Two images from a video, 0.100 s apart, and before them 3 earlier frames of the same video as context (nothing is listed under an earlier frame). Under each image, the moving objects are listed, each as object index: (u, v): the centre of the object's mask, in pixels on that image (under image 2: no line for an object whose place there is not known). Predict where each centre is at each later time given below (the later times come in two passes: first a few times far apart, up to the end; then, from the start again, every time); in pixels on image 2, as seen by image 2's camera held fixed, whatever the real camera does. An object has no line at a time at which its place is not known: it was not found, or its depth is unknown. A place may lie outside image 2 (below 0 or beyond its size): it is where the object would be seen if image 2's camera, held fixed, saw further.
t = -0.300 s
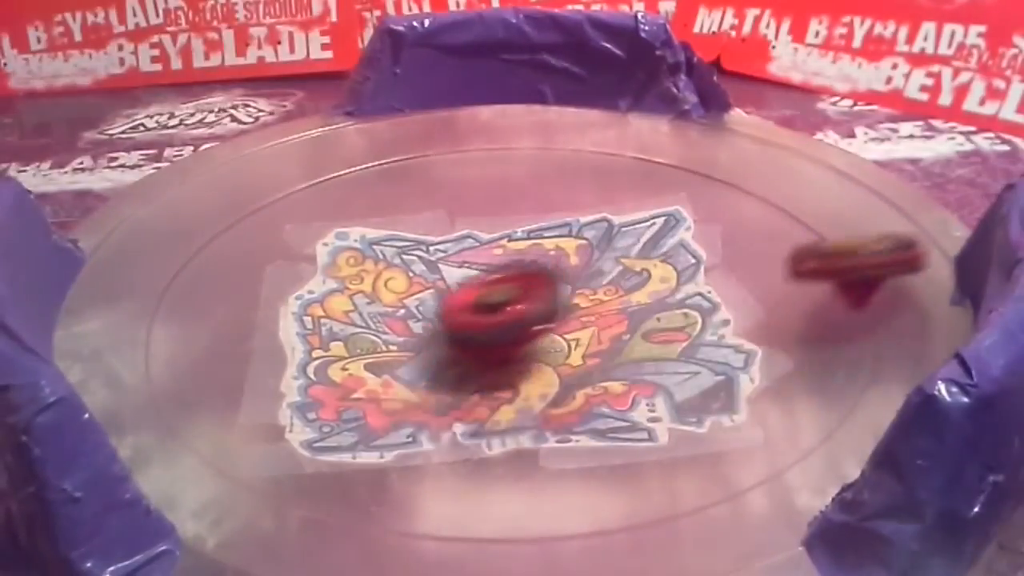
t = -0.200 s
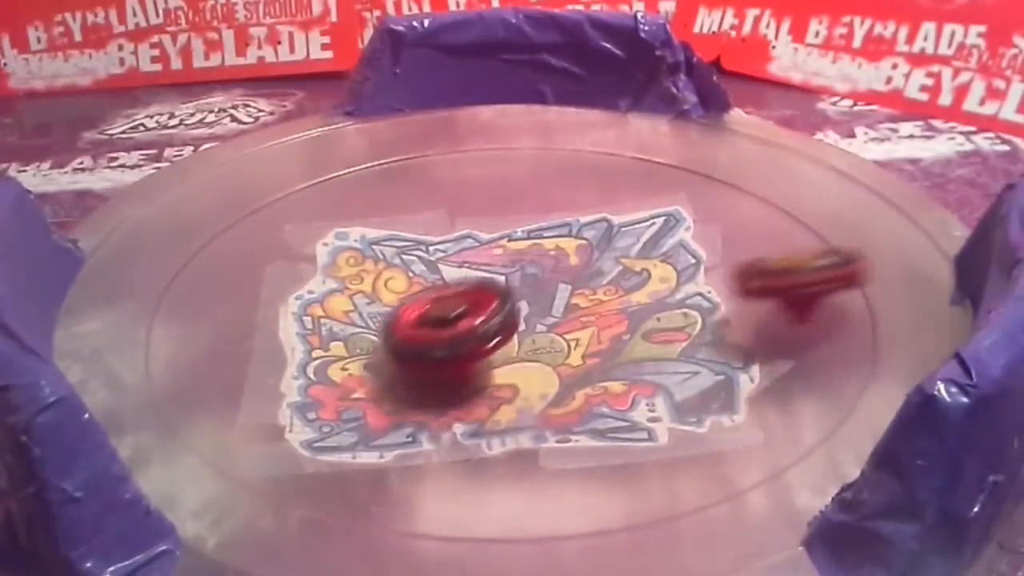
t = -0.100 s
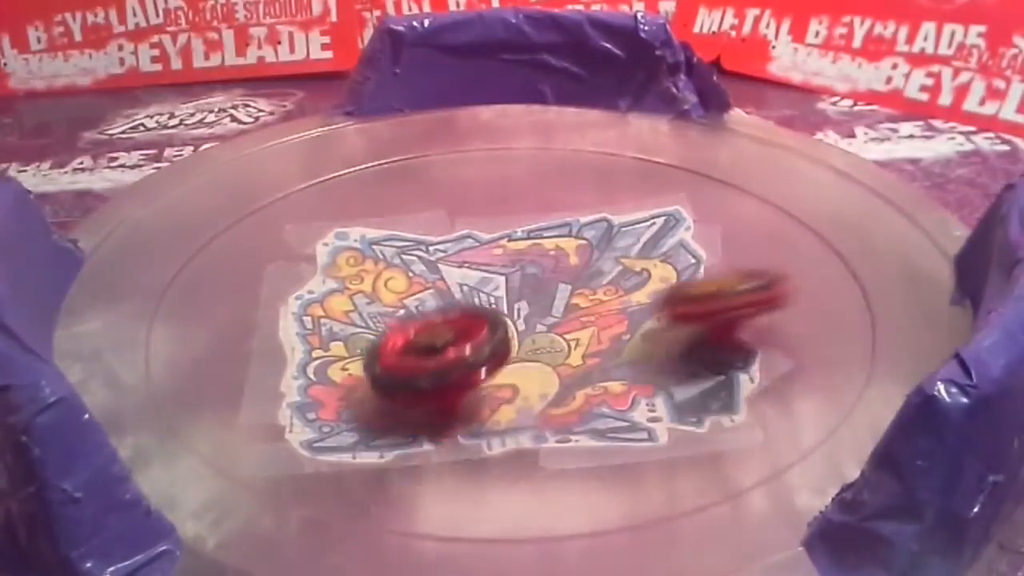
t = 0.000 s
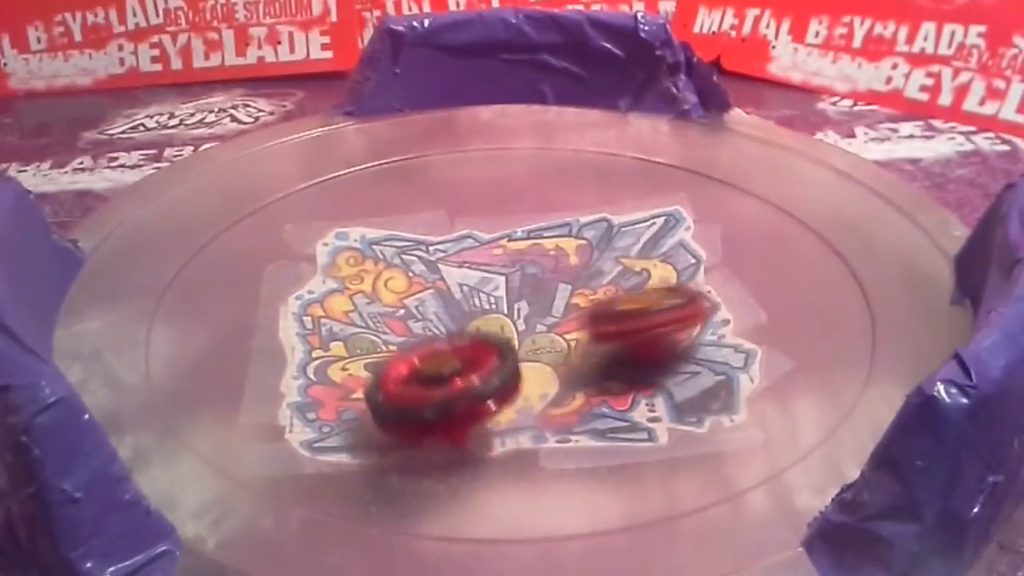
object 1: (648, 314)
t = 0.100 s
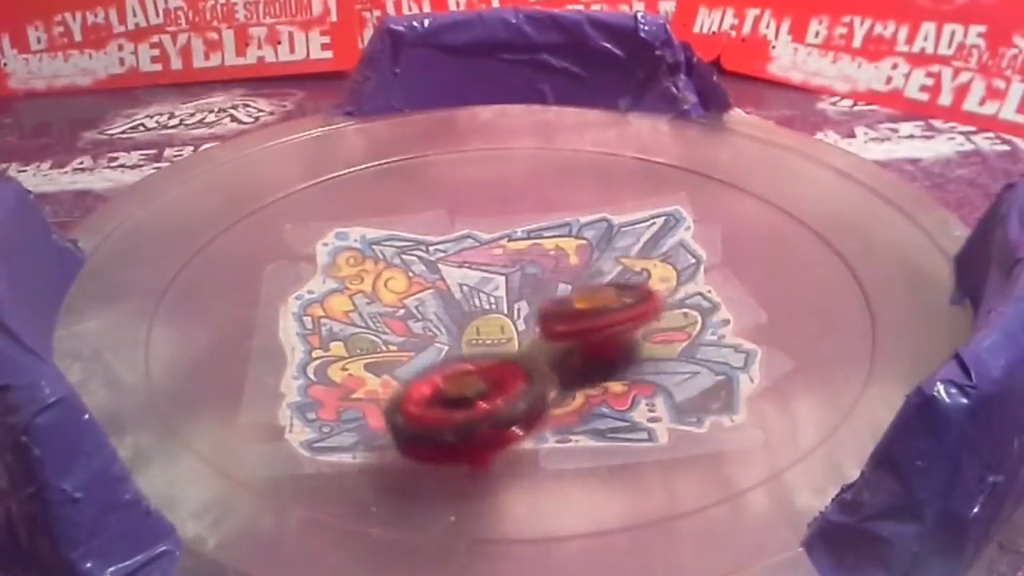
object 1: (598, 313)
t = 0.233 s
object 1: (605, 283)
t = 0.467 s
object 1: (718, 221)
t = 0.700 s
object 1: (821, 226)
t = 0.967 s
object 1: (835, 255)
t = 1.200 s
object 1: (835, 246)
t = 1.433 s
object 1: (734, 275)
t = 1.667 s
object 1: (513, 227)
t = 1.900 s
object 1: (557, 122)
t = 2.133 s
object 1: (717, 166)
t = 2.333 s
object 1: (506, 371)
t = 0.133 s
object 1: (595, 308)
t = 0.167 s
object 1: (593, 300)
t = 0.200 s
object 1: (597, 296)
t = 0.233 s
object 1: (605, 283)
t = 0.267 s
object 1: (617, 273)
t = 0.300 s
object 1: (630, 268)
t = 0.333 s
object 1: (645, 257)
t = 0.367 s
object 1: (662, 246)
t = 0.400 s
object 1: (681, 236)
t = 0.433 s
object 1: (698, 228)
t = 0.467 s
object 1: (718, 221)
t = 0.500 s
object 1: (737, 216)
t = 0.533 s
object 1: (757, 212)
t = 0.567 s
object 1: (779, 209)
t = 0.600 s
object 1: (802, 207)
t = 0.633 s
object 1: (817, 207)
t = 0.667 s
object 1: (820, 217)
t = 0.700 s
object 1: (821, 226)
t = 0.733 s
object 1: (823, 233)
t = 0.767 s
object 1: (826, 239)
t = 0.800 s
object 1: (829, 244)
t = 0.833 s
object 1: (834, 248)
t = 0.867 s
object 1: (839, 249)
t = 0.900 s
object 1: (845, 250)
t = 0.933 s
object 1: (840, 253)
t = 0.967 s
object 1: (835, 255)
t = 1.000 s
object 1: (832, 255)
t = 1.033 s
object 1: (832, 254)
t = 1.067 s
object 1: (834, 251)
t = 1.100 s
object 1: (838, 247)
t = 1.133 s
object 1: (842, 243)
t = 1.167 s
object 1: (839, 245)
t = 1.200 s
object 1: (835, 246)
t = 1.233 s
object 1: (830, 247)
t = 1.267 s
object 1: (824, 247)
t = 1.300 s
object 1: (814, 251)
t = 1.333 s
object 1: (801, 254)
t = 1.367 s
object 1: (782, 259)
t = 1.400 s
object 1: (761, 267)
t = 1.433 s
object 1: (734, 275)
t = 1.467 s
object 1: (701, 283)
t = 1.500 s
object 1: (662, 287)
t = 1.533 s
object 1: (623, 290)
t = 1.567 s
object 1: (586, 281)
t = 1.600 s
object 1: (556, 267)
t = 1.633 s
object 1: (535, 249)
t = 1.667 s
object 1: (513, 227)
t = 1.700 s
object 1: (502, 207)
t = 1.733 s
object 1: (499, 180)
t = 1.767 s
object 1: (501, 162)
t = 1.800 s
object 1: (510, 146)
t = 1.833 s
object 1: (523, 133)
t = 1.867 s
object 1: (540, 119)
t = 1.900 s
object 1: (557, 122)
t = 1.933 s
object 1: (576, 130)
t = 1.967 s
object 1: (596, 133)
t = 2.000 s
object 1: (617, 135)
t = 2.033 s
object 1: (639, 136)
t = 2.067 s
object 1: (667, 138)
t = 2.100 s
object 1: (695, 151)
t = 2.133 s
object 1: (717, 166)
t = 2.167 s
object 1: (729, 192)
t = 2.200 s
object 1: (726, 231)
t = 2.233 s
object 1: (697, 280)
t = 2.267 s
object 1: (648, 320)
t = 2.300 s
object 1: (590, 350)
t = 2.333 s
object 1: (506, 371)
